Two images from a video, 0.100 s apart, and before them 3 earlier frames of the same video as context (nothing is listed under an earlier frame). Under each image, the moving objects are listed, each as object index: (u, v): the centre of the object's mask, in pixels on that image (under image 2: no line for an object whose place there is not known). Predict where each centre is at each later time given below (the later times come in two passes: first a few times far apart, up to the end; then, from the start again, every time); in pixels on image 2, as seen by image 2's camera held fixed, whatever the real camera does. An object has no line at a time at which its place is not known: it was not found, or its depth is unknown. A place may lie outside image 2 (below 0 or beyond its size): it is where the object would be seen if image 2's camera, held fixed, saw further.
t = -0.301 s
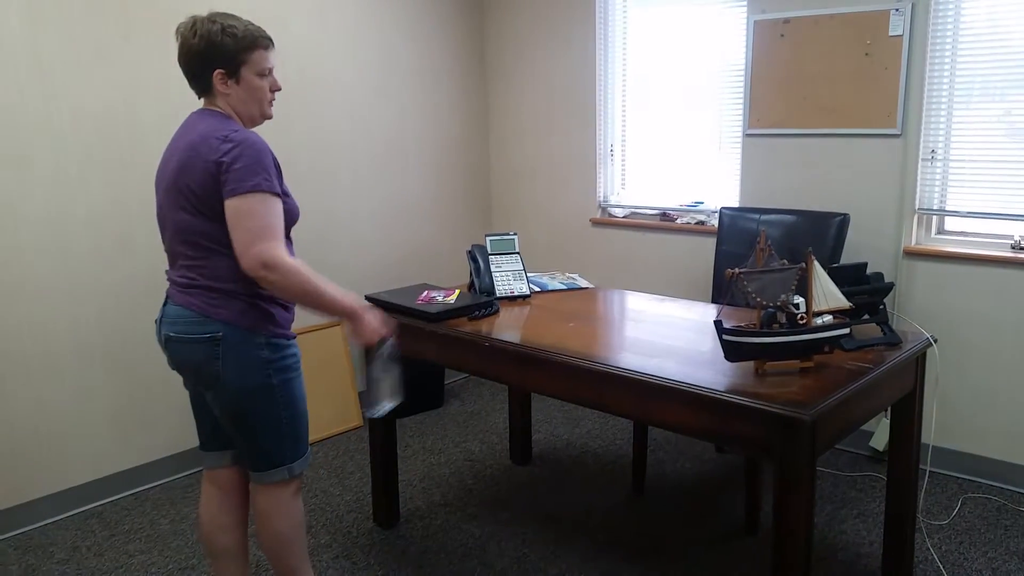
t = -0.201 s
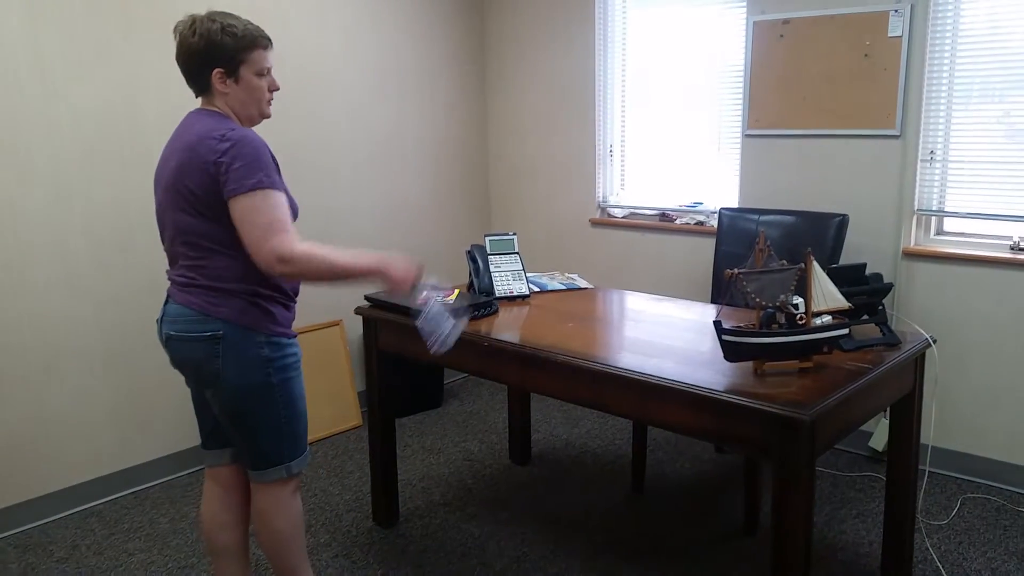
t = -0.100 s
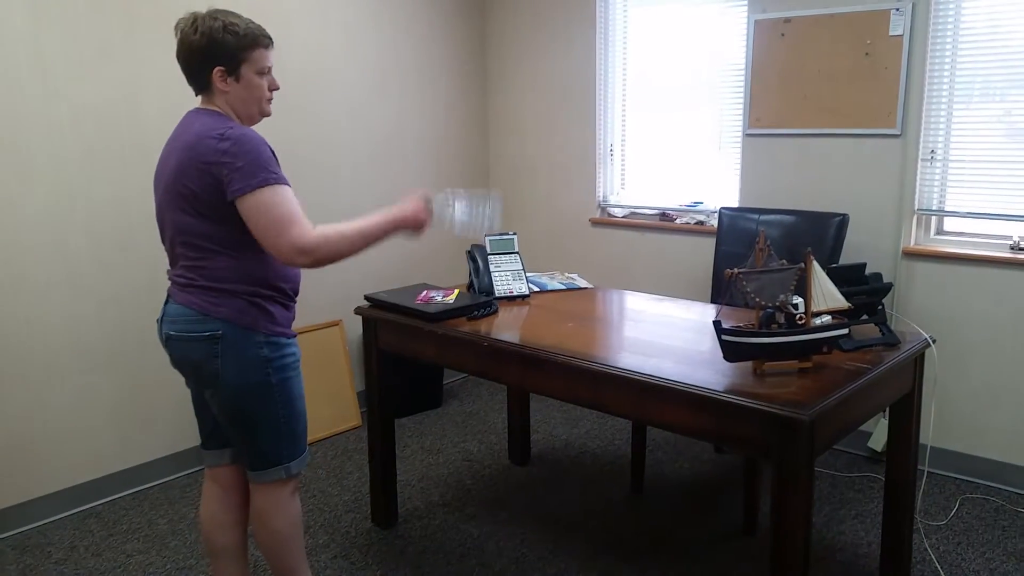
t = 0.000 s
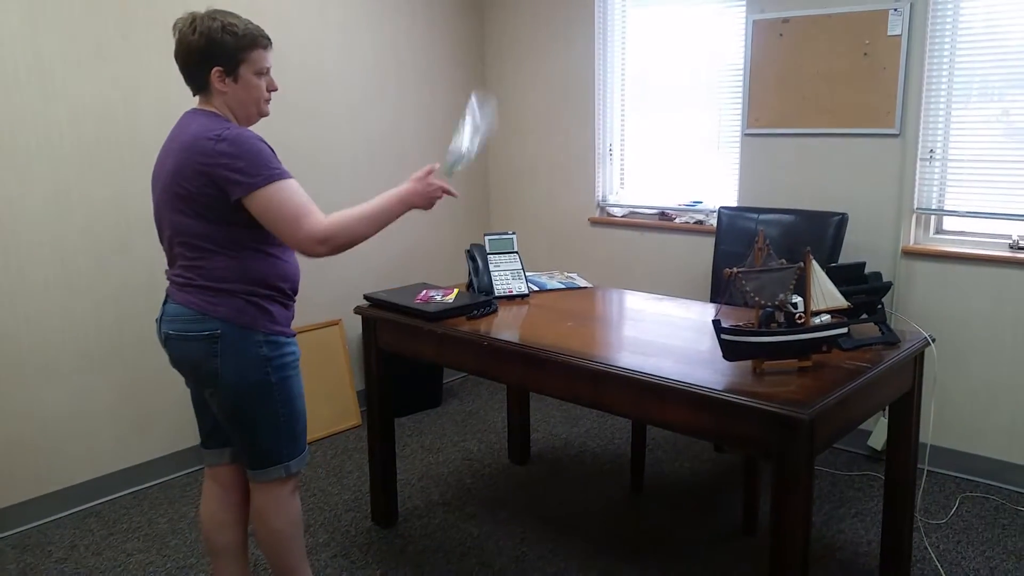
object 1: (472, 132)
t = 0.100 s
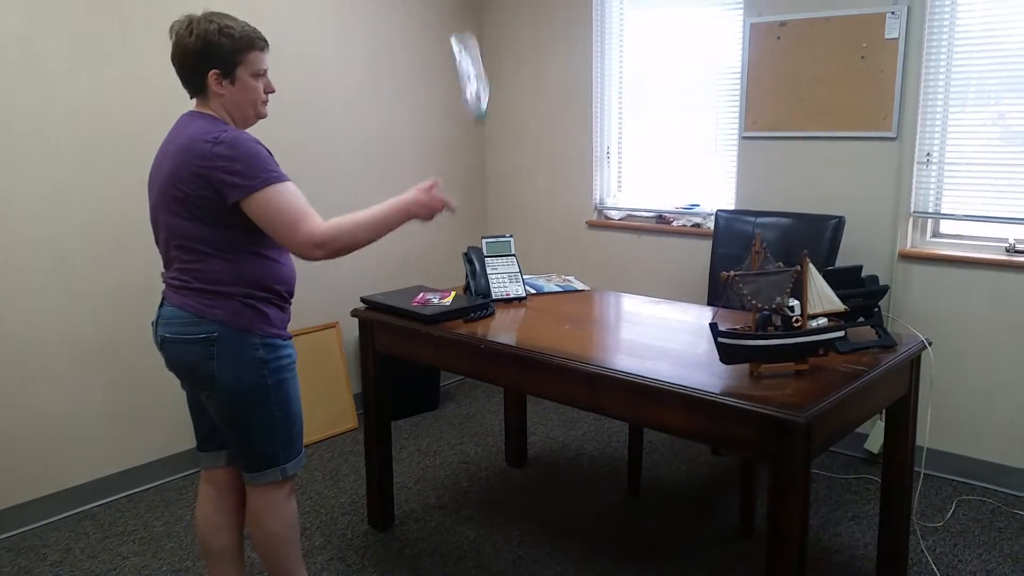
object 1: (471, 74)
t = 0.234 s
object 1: (470, 50)
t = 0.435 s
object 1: (473, 155)
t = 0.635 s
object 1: (466, 317)
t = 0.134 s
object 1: (471, 62)
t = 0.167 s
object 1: (471, 53)
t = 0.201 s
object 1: (471, 49)
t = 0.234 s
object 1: (470, 50)
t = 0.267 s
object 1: (470, 56)
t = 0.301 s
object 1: (470, 67)
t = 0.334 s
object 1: (471, 82)
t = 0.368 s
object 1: (472, 102)
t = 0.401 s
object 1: (472, 127)
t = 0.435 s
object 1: (473, 155)
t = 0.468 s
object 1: (474, 187)
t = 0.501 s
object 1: (474, 222)
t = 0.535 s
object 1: (469, 268)
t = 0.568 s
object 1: (471, 314)
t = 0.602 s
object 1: (468, 327)
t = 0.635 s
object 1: (466, 317)
